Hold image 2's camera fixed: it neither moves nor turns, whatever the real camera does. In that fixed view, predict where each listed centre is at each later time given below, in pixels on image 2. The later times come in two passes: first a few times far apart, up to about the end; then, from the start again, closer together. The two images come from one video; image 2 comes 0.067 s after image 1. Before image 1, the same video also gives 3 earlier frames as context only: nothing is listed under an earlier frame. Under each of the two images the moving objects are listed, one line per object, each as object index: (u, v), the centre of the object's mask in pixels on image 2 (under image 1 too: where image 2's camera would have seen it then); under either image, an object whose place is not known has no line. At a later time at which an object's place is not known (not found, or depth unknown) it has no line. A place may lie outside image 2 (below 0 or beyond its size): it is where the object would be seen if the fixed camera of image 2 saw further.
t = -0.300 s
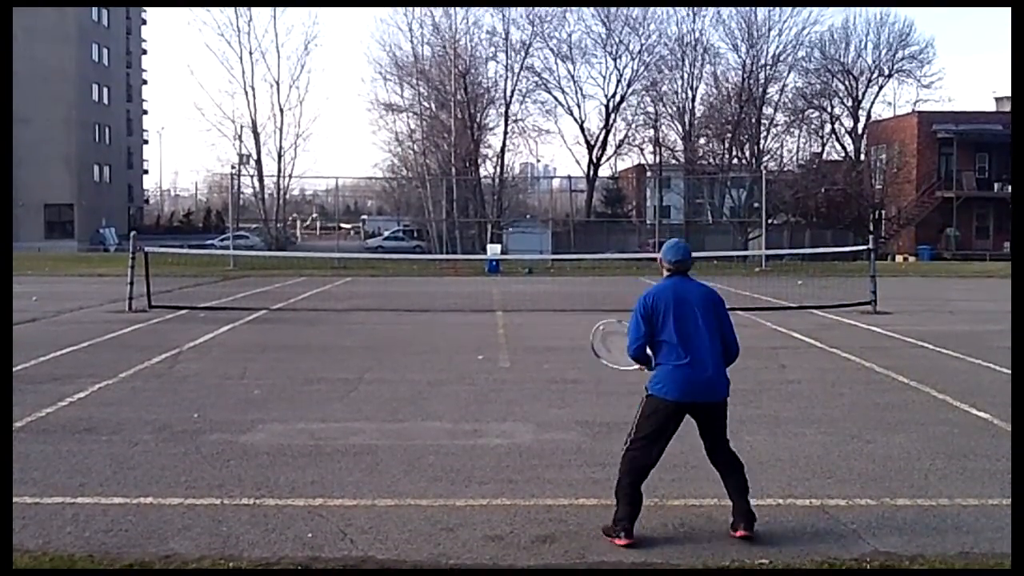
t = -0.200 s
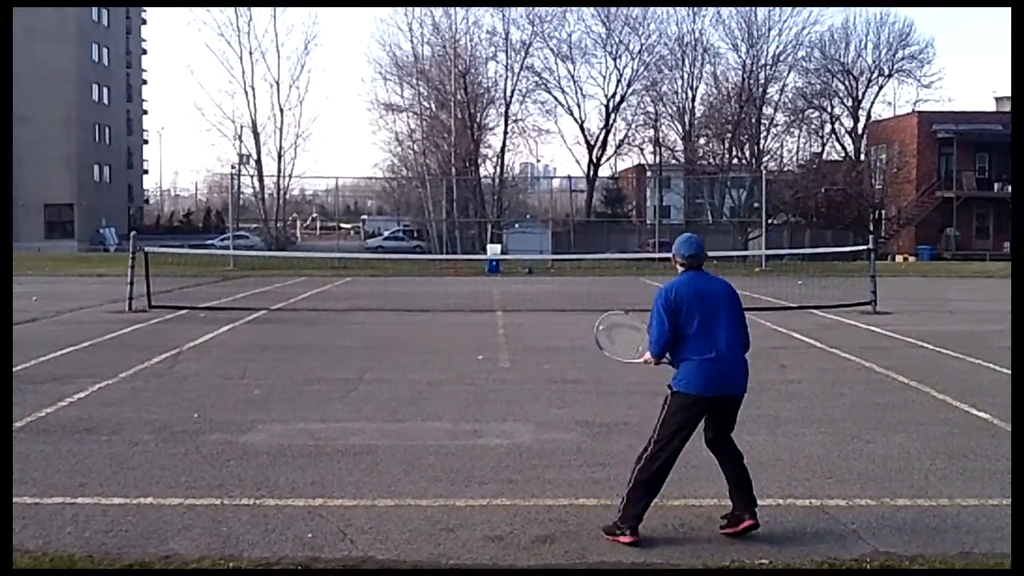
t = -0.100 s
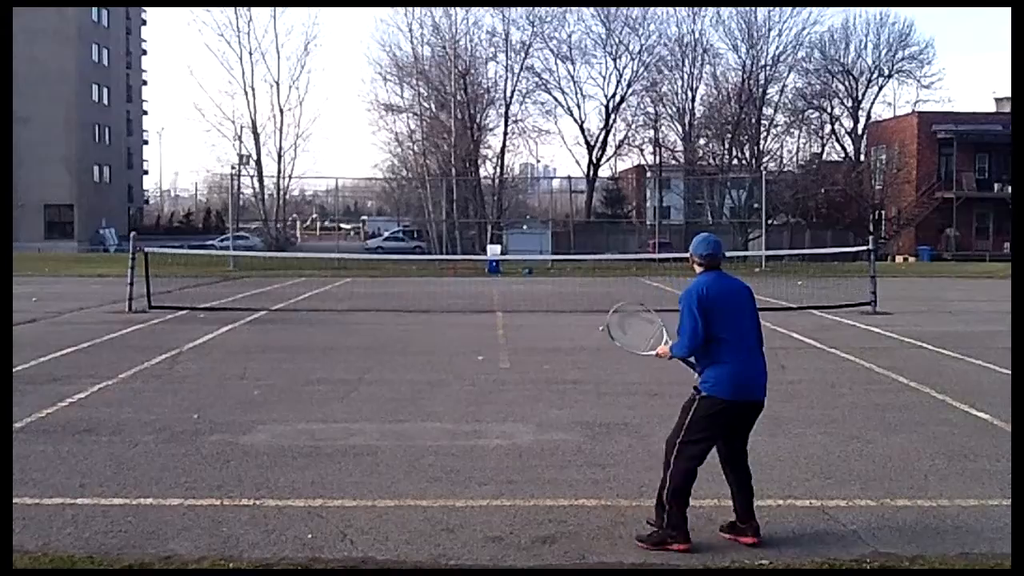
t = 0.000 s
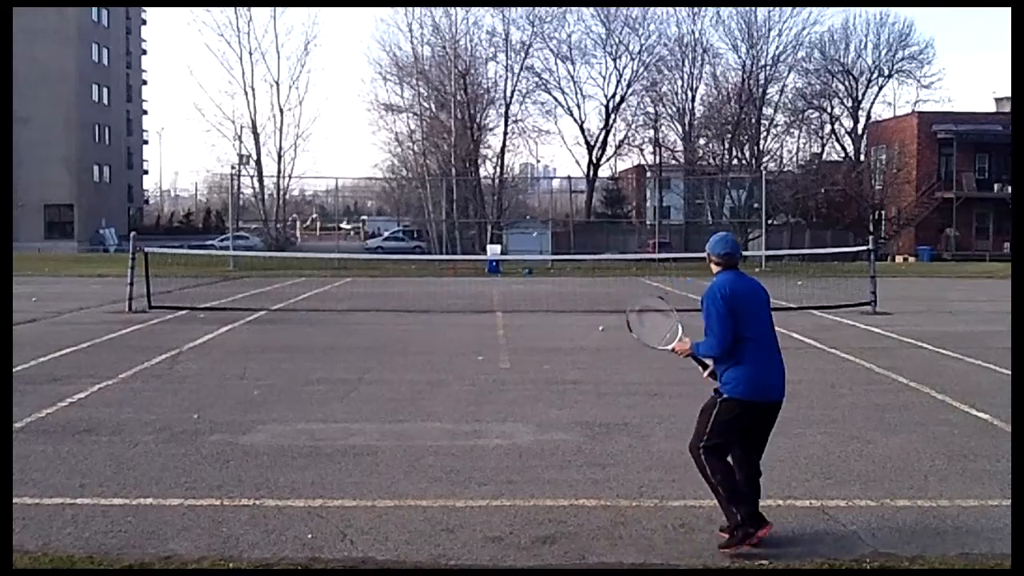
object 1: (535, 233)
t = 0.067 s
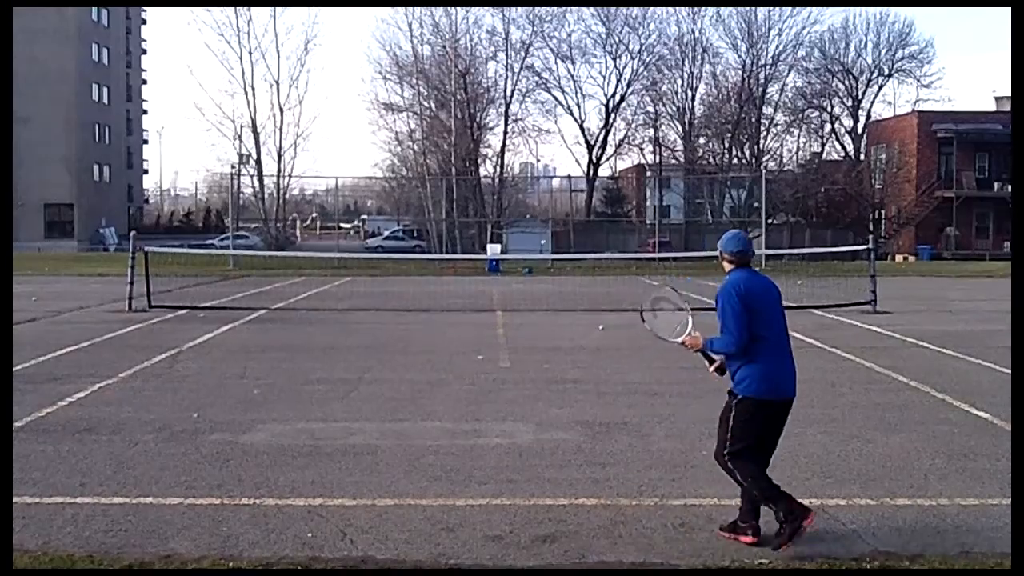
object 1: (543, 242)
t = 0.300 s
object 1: (583, 309)
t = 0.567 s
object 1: (641, 332)
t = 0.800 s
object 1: (700, 331)
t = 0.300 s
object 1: (583, 309)
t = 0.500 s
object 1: (628, 344)
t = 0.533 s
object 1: (634, 337)
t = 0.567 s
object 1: (641, 332)
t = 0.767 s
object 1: (690, 327)
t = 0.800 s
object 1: (700, 331)
